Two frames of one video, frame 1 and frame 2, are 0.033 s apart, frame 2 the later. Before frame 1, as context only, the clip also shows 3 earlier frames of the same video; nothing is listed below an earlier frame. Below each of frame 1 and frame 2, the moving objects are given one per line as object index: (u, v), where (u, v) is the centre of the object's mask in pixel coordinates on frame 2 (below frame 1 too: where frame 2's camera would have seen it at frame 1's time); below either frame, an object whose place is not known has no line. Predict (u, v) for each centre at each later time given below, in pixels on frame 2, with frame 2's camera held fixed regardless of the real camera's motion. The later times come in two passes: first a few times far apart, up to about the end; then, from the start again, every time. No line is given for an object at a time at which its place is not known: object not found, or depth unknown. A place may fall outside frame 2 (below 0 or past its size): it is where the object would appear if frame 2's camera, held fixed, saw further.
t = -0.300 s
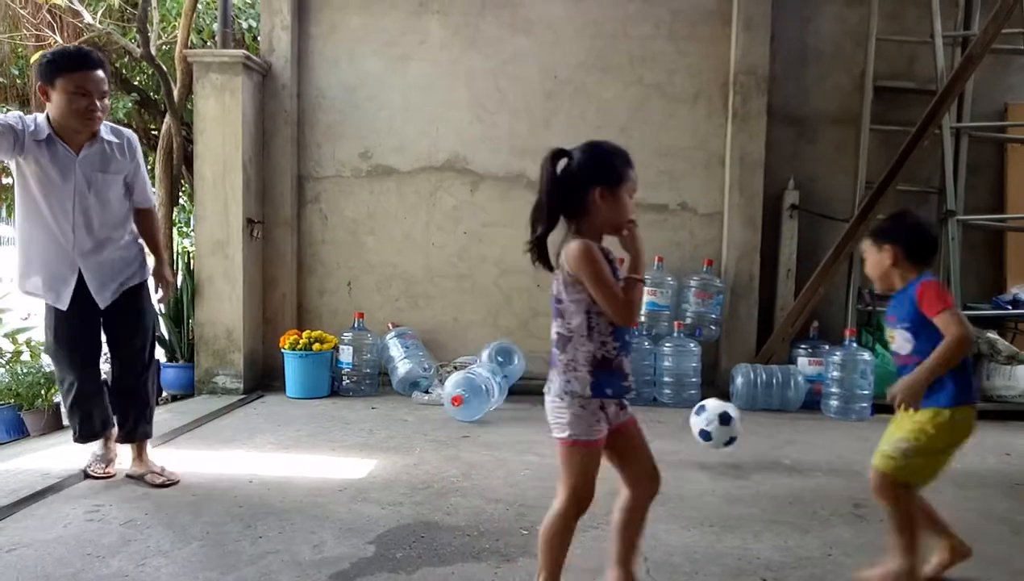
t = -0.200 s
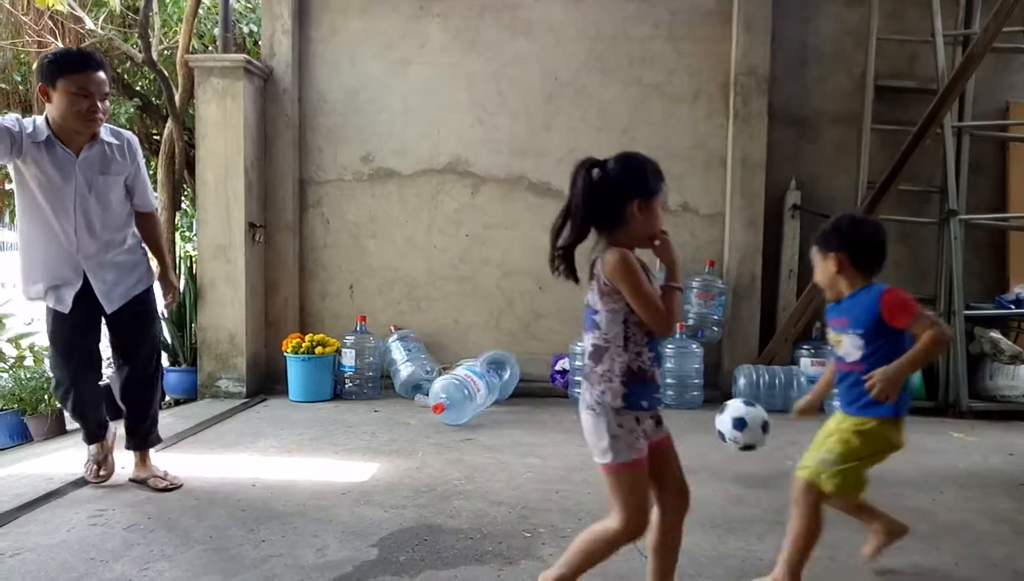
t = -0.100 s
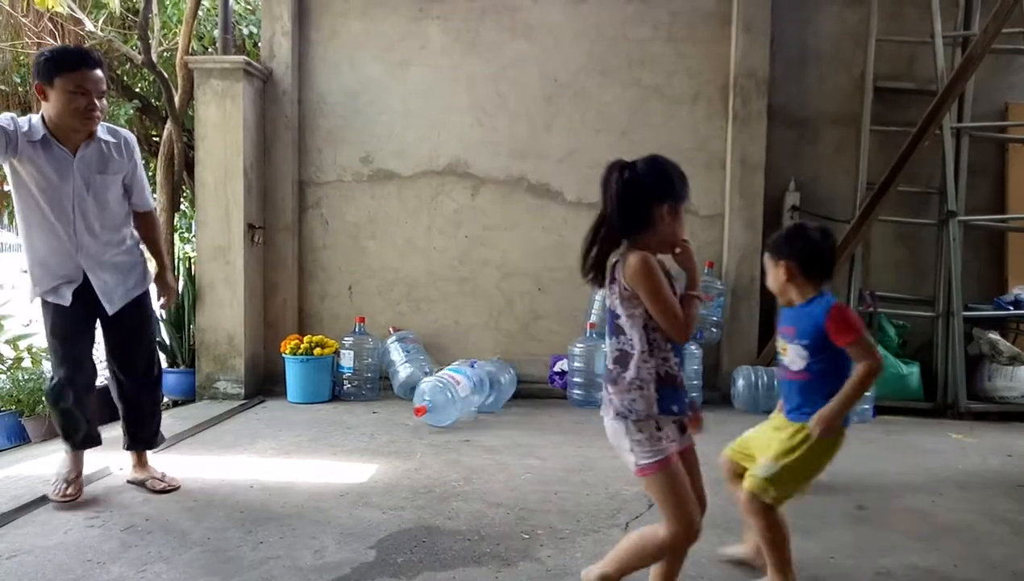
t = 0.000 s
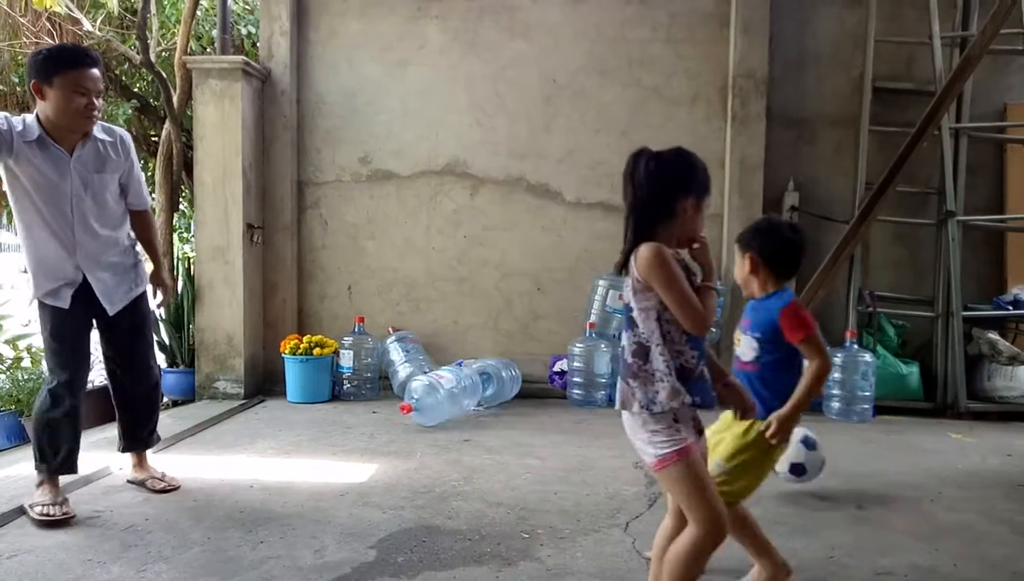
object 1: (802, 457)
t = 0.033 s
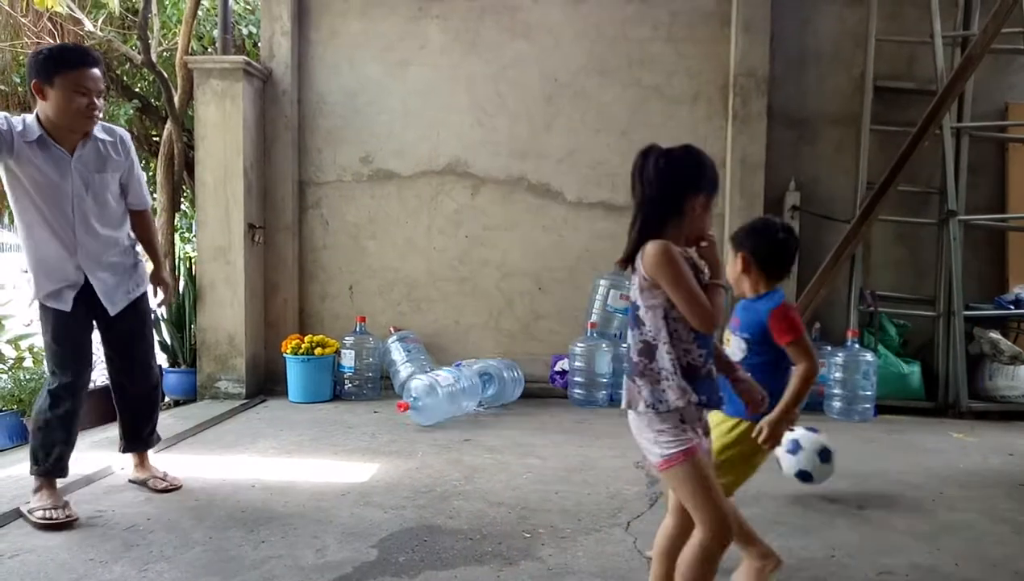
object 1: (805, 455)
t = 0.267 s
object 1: (896, 495)
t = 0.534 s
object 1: (1001, 523)
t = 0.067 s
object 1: (815, 459)
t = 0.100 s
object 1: (825, 465)
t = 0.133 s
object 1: (835, 477)
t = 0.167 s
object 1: (846, 478)
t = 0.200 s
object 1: (857, 477)
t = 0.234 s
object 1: (883, 486)
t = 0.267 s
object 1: (896, 495)
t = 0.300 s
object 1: (910, 494)
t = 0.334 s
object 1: (923, 498)
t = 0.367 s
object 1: (938, 505)
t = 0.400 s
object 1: (953, 508)
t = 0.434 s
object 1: (967, 513)
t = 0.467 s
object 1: (983, 518)
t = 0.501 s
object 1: (994, 523)
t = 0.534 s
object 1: (1001, 523)
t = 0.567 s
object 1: (1009, 526)
